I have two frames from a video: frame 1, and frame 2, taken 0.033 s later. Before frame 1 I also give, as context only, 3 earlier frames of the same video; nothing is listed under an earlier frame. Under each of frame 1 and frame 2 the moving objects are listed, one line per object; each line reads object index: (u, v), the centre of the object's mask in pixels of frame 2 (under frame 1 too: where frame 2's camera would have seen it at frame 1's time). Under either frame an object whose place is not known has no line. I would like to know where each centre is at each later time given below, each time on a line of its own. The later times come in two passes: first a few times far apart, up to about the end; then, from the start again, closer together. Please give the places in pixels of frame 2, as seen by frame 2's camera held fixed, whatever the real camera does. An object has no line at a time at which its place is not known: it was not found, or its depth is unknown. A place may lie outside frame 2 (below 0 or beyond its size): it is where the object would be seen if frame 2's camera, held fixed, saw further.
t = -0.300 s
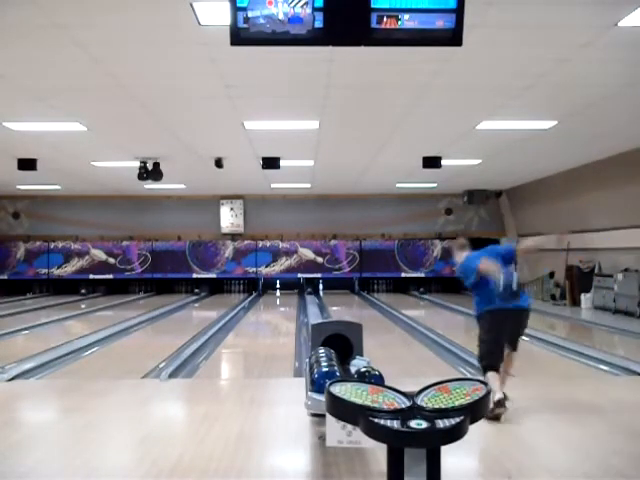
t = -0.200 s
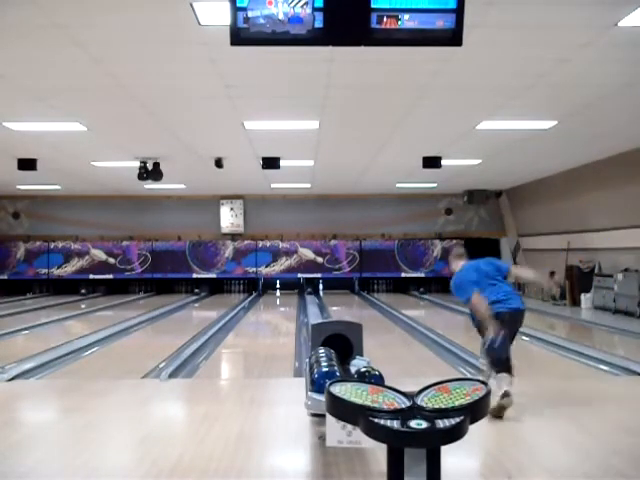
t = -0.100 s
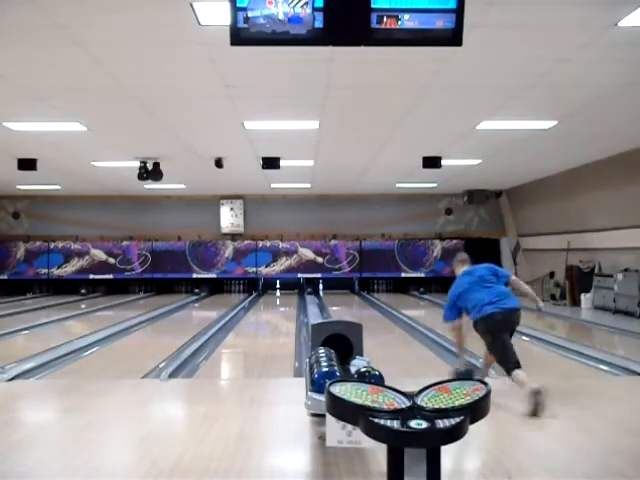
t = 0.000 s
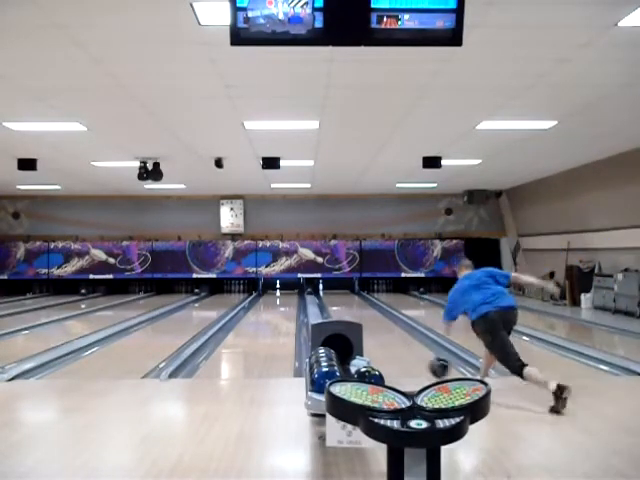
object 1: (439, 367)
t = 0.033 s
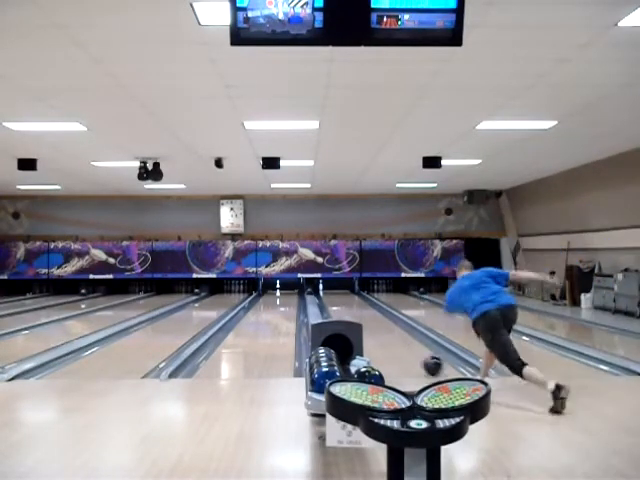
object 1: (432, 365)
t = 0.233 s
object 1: (402, 346)
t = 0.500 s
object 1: (376, 328)
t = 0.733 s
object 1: (360, 317)
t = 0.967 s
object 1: (349, 310)
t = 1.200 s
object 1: (340, 304)
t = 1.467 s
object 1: (333, 299)
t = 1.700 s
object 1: (328, 295)
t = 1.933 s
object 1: (326, 292)
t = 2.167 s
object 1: (325, 291)
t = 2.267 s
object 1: (325, 288)
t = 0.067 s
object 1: (426, 362)
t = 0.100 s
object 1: (421, 359)
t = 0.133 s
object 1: (415, 355)
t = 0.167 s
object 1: (411, 352)
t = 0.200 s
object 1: (406, 349)
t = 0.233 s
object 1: (402, 346)
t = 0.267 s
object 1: (398, 343)
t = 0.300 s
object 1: (394, 341)
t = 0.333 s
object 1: (391, 339)
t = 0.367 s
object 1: (387, 336)
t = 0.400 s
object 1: (384, 334)
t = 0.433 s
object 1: (381, 332)
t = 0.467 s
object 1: (378, 330)
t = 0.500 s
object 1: (376, 328)
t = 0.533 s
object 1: (373, 326)
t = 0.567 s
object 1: (371, 324)
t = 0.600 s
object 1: (369, 323)
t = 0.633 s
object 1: (366, 321)
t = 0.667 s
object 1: (364, 320)
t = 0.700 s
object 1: (362, 319)
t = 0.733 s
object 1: (360, 317)
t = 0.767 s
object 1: (358, 316)
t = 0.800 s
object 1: (357, 315)
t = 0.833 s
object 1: (355, 314)
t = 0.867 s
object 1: (353, 313)
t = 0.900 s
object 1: (352, 312)
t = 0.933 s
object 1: (350, 311)
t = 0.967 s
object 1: (349, 310)
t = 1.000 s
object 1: (347, 309)
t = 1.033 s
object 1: (346, 308)
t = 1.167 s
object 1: (341, 305)
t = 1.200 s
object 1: (340, 304)
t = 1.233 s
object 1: (339, 304)
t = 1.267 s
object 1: (338, 303)
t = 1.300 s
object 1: (338, 302)
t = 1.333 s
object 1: (337, 301)
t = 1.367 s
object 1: (335, 301)
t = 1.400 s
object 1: (334, 300)
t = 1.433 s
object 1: (333, 299)
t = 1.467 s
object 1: (333, 299)
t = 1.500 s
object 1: (332, 298)
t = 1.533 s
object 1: (331, 298)
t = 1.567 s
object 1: (331, 297)
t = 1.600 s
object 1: (330, 296)
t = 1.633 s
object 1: (330, 296)
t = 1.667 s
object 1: (329, 295)
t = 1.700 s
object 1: (328, 295)
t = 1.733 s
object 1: (328, 294)
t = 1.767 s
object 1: (327, 294)
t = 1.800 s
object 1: (327, 294)
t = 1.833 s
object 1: (327, 293)
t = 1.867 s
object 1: (326, 292)
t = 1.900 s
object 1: (326, 291)
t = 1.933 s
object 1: (326, 292)
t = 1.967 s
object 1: (326, 292)
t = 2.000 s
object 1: (326, 292)
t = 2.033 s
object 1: (326, 291)
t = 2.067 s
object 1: (325, 291)
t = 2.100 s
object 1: (326, 291)
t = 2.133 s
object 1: (325, 291)
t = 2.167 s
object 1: (325, 291)
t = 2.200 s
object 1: (325, 289)
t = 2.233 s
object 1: (325, 288)
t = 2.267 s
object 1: (325, 288)
